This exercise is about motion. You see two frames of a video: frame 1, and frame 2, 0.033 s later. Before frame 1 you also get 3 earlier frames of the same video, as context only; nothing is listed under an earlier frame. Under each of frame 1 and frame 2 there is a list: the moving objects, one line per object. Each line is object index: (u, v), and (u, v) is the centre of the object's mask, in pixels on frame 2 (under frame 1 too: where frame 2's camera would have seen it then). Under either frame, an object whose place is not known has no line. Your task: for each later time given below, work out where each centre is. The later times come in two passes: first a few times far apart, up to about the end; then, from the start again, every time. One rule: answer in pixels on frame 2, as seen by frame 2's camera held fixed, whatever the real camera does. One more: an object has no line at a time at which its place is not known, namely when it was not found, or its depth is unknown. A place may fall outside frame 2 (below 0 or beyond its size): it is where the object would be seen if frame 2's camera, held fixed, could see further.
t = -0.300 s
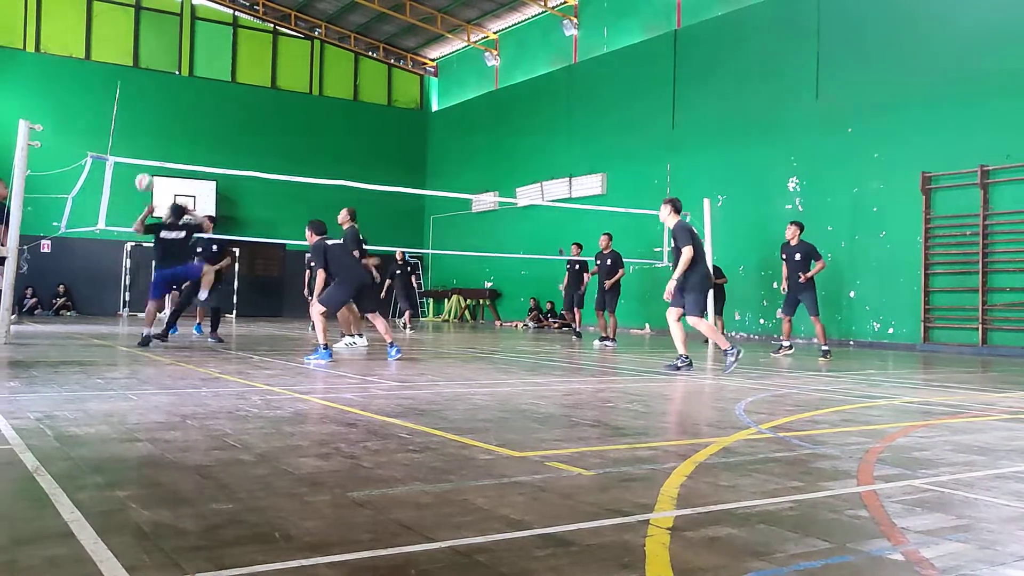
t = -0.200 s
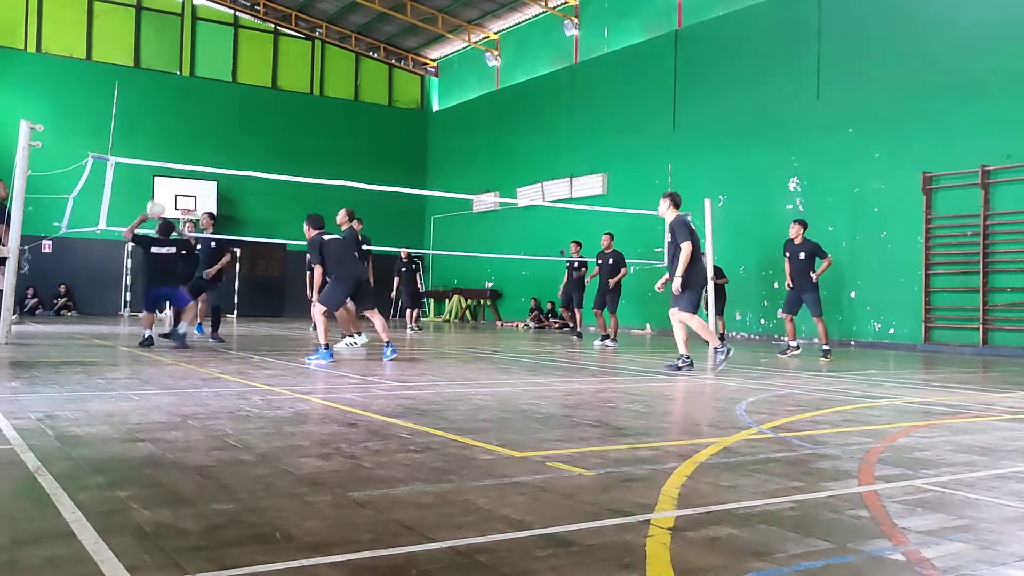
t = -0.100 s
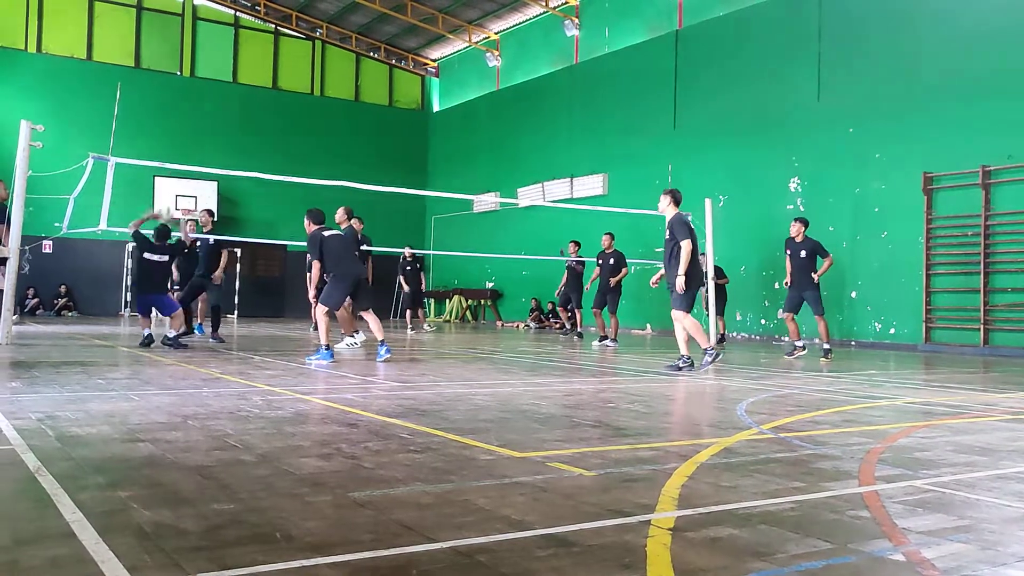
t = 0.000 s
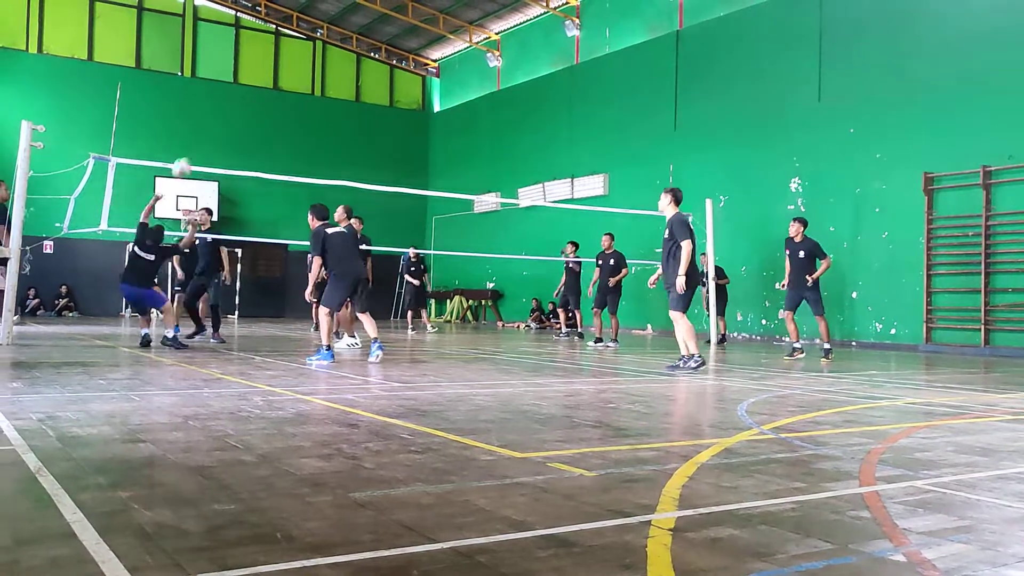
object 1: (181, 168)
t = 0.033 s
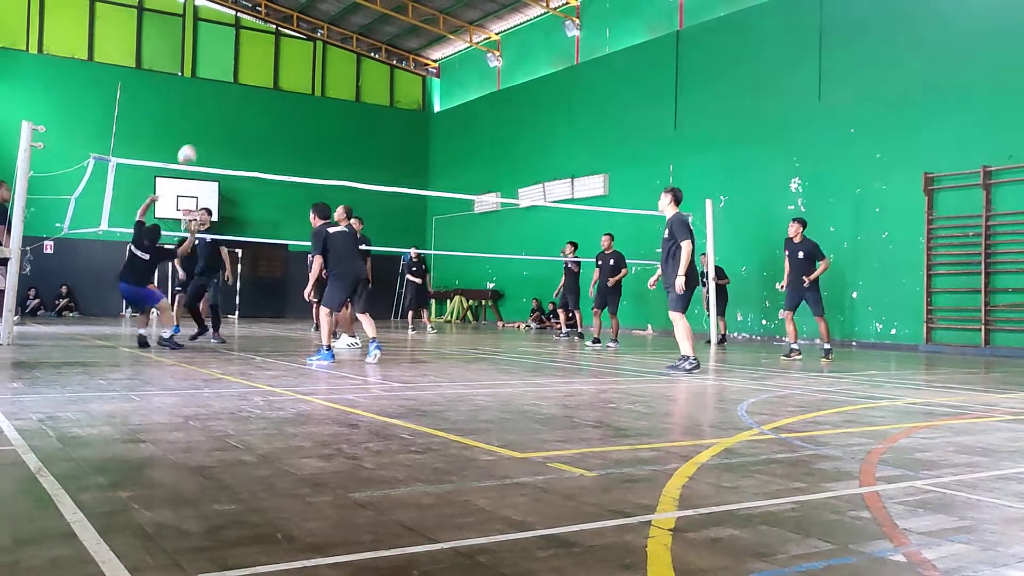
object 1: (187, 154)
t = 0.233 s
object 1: (217, 95)
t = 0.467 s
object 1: (248, 67)
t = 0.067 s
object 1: (192, 143)
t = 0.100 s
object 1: (197, 131)
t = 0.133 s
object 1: (202, 121)
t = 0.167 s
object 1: (207, 111)
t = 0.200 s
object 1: (212, 102)
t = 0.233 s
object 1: (217, 95)
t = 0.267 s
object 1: (222, 88)
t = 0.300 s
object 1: (226, 82)
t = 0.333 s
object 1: (230, 77)
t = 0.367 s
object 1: (235, 74)
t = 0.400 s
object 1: (239, 71)
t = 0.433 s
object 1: (244, 68)
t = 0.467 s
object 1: (248, 67)
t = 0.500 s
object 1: (252, 66)
